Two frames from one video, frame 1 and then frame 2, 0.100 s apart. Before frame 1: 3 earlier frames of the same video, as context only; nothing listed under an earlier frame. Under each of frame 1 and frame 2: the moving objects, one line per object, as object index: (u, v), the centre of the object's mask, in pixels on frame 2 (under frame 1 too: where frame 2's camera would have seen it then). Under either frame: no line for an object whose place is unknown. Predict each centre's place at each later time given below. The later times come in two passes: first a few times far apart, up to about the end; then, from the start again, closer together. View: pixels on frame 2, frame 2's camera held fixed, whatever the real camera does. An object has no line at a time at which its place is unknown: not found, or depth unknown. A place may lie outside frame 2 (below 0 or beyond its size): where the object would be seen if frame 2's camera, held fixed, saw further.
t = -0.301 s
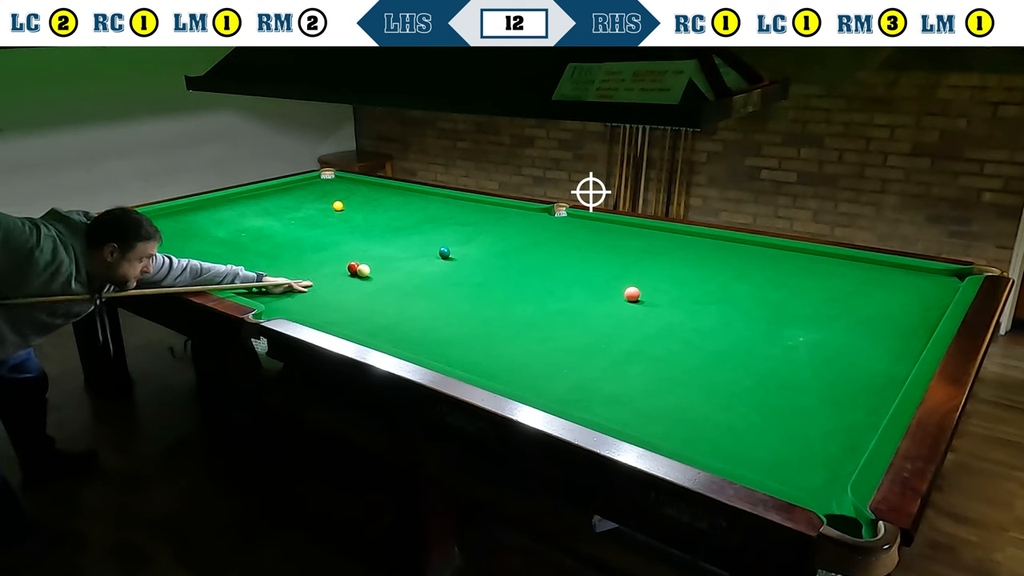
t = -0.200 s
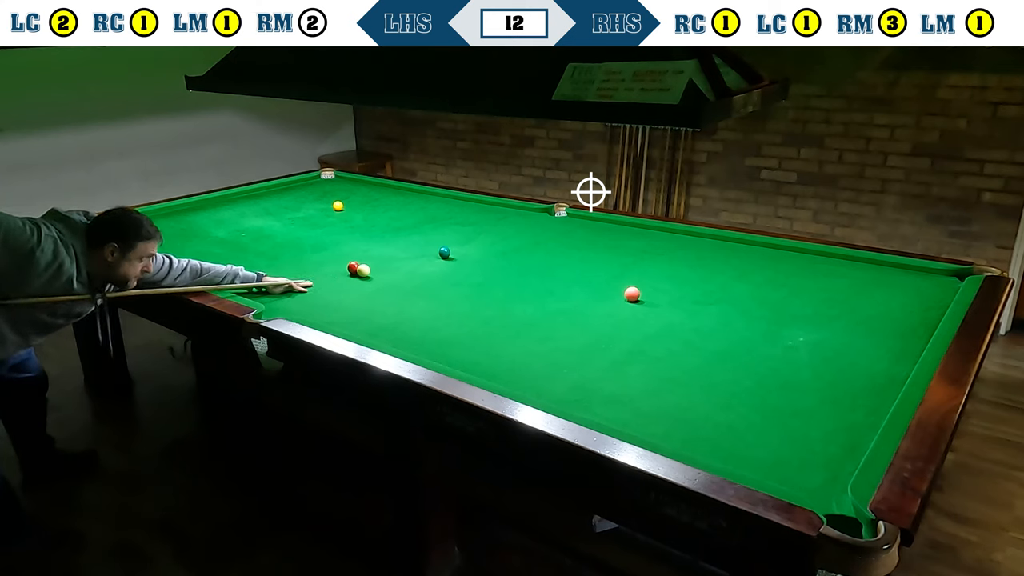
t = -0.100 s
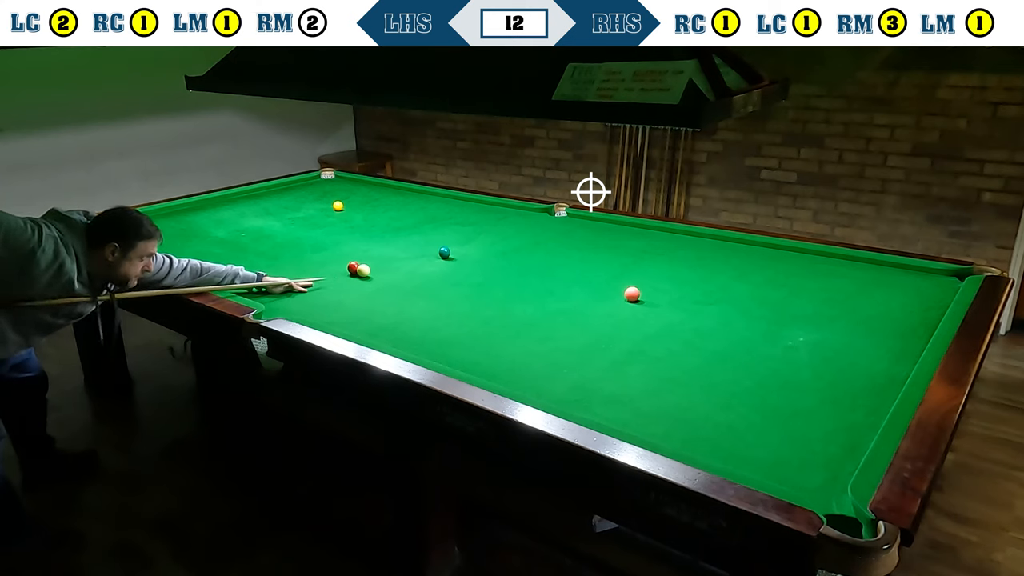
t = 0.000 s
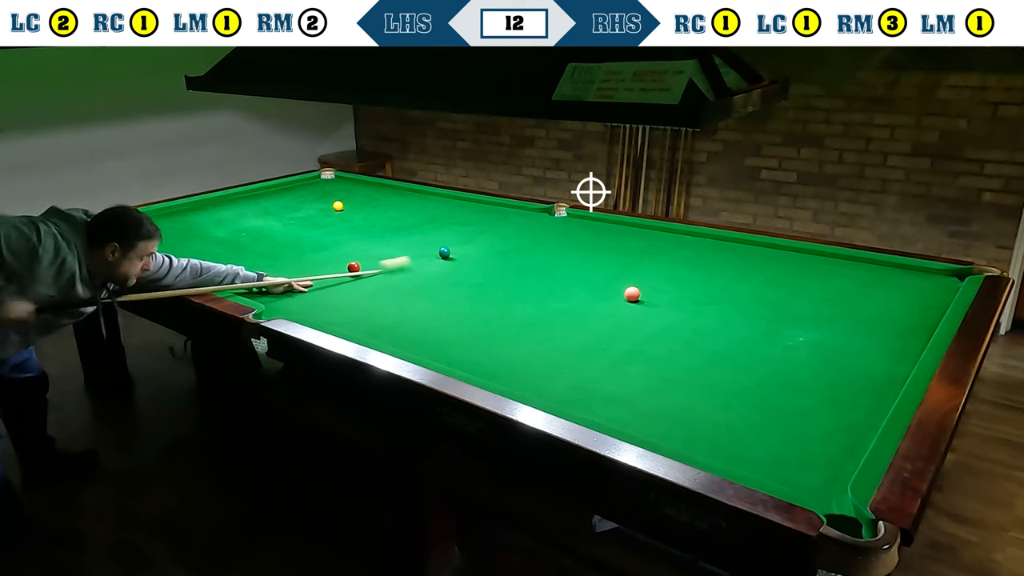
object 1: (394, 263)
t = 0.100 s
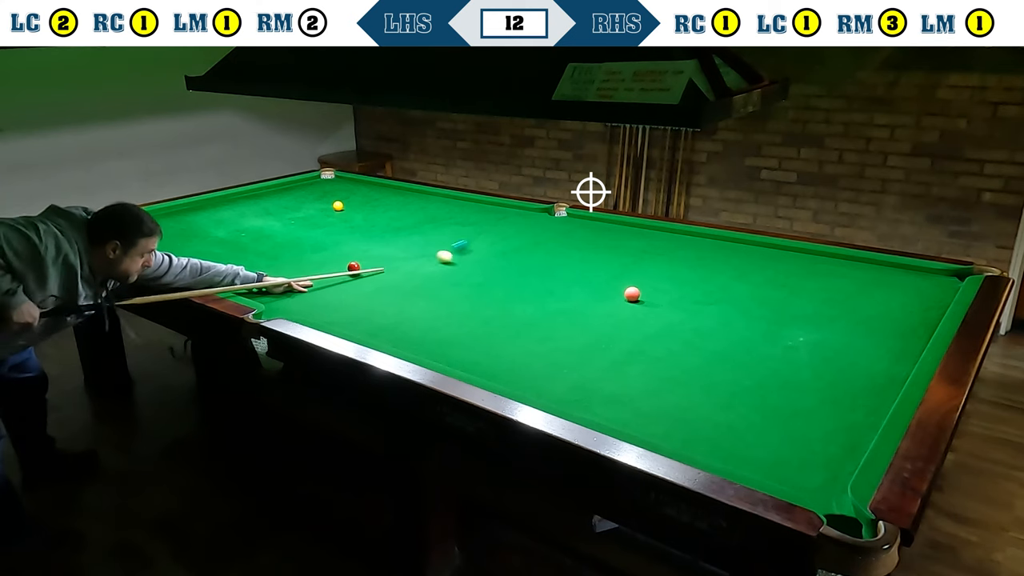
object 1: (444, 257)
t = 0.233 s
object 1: (462, 262)
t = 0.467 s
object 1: (474, 273)
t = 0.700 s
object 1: (484, 286)
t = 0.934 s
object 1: (494, 299)
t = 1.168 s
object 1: (506, 313)
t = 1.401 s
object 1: (518, 328)
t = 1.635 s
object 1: (530, 343)
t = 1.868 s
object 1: (544, 360)
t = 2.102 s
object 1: (557, 378)
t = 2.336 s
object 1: (573, 396)
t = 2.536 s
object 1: (586, 410)
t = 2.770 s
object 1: (608, 415)
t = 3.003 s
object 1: (630, 416)
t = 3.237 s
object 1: (650, 416)
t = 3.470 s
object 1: (667, 415)
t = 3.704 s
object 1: (682, 414)
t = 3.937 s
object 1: (695, 413)
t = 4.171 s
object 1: (704, 413)
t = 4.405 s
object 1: (712, 412)
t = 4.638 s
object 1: (717, 412)
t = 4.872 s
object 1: (720, 412)
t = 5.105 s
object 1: (721, 411)
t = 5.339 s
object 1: (721, 411)
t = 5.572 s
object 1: (721, 411)
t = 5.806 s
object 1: (721, 411)
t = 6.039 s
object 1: (721, 411)
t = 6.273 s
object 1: (721, 411)
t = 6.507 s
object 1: (721, 411)
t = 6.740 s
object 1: (721, 411)
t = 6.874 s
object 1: (727, 409)
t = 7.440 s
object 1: (721, 411)
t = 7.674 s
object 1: (721, 411)
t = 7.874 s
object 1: (721, 411)
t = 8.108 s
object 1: (721, 411)
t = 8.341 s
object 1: (721, 411)
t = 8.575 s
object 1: (721, 411)
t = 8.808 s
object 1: (721, 411)
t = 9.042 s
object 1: (721, 411)
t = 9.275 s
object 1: (721, 411)
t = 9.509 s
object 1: (721, 411)
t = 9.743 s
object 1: (721, 411)
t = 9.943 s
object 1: (721, 411)
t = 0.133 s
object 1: (449, 258)
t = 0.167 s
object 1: (454, 259)
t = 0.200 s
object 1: (458, 261)
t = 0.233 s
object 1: (462, 262)
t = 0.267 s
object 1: (464, 264)
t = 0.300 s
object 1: (467, 265)
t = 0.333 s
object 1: (468, 267)
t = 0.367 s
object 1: (469, 268)
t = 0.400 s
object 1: (471, 270)
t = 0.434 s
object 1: (472, 272)
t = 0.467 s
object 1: (474, 273)
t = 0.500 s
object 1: (475, 275)
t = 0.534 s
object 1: (476, 277)
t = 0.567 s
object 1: (478, 279)
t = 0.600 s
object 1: (479, 281)
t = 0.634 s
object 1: (481, 282)
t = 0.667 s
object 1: (482, 284)
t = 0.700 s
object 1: (484, 286)
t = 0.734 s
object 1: (485, 287)
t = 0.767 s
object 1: (487, 290)
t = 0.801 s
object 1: (488, 292)
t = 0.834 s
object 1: (490, 293)
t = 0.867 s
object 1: (491, 295)
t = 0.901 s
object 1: (493, 297)
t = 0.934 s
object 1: (494, 299)
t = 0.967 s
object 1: (496, 301)
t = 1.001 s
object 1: (498, 303)
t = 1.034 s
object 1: (499, 305)
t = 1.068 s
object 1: (501, 307)
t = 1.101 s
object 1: (502, 309)
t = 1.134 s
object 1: (504, 311)
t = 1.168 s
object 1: (506, 313)
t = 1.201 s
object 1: (507, 315)
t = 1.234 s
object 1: (509, 317)
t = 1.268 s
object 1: (511, 319)
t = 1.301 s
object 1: (512, 321)
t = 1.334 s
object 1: (514, 323)
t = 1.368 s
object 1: (516, 326)
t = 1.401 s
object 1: (518, 328)
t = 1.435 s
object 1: (519, 330)
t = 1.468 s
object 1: (521, 332)
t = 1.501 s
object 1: (523, 334)
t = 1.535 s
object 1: (525, 337)
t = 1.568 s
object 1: (527, 339)
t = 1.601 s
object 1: (528, 341)
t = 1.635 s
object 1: (530, 343)
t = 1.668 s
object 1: (532, 346)
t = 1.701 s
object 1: (534, 348)
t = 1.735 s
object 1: (536, 351)
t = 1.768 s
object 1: (538, 353)
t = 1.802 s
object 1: (540, 355)
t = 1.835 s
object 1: (542, 358)
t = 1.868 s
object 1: (544, 360)
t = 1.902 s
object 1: (546, 362)
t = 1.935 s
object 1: (547, 365)
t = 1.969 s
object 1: (550, 368)
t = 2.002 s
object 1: (551, 370)
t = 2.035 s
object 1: (554, 373)
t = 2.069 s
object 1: (555, 375)
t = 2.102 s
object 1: (557, 378)
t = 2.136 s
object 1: (560, 380)
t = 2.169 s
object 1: (562, 383)
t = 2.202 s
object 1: (564, 386)
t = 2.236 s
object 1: (566, 388)
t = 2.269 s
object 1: (568, 391)
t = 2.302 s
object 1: (570, 393)
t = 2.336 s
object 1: (573, 396)
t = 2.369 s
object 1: (575, 399)
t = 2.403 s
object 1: (577, 402)
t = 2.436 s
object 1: (579, 404)
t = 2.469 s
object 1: (581, 406)
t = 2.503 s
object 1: (584, 408)
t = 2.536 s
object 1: (586, 410)
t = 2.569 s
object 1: (588, 412)
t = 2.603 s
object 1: (592, 412)
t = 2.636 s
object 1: (595, 413)
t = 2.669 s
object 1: (598, 414)
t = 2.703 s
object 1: (602, 414)
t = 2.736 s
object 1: (605, 414)
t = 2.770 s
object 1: (608, 415)
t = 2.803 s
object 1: (612, 415)
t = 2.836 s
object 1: (614, 415)
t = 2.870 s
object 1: (618, 416)
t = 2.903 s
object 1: (621, 416)
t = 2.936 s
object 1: (624, 416)
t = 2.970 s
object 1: (627, 416)
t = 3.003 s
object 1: (630, 416)
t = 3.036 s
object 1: (633, 416)
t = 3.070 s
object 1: (636, 416)
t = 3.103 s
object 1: (639, 416)
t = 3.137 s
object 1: (642, 416)
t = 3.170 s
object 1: (644, 415)
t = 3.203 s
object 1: (647, 416)
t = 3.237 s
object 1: (650, 416)
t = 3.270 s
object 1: (652, 416)
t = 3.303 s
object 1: (655, 415)
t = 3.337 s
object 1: (658, 415)
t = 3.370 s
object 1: (660, 415)
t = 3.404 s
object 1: (662, 415)
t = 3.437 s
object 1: (665, 415)
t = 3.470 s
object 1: (667, 415)
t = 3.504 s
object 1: (669, 415)
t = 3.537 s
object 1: (671, 415)
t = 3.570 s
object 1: (673, 414)
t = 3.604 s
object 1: (676, 414)
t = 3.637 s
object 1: (678, 414)
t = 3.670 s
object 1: (680, 414)
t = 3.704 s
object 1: (682, 414)
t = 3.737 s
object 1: (684, 414)
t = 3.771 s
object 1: (686, 414)
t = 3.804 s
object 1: (688, 414)
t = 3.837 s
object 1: (690, 414)
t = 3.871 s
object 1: (691, 414)
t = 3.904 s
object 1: (693, 413)
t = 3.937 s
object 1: (695, 413)
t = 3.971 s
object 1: (696, 413)
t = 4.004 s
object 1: (697, 413)
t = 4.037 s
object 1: (699, 413)
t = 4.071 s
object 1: (701, 413)
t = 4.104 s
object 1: (702, 413)
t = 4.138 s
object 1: (703, 413)
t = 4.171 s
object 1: (704, 413)
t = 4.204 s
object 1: (706, 413)
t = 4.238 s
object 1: (707, 413)
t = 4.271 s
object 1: (708, 413)
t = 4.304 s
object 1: (709, 413)
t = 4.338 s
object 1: (710, 412)
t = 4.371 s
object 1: (711, 412)
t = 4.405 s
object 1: (712, 412)
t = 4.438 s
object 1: (713, 412)
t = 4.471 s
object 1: (714, 412)
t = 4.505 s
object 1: (715, 412)
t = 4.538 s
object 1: (715, 412)
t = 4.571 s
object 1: (716, 412)
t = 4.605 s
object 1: (717, 412)
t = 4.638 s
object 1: (717, 412)
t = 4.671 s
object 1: (718, 412)
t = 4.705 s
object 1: (718, 412)
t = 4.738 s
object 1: (719, 412)
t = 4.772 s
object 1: (719, 411)
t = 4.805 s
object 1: (719, 412)
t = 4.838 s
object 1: (720, 411)
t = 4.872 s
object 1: (720, 412)
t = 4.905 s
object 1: (720, 411)
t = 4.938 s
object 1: (720, 411)
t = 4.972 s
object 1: (721, 411)
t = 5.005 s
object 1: (721, 411)
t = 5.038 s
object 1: (721, 411)
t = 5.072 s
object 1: (721, 411)
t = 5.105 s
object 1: (721, 411)
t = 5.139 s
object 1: (721, 411)
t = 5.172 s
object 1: (721, 411)
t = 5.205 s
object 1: (721, 411)
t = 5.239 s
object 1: (721, 411)
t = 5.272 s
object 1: (721, 411)
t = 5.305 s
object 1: (721, 411)
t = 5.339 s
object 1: (721, 411)
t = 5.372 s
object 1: (721, 411)
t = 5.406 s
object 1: (721, 411)
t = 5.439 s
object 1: (721, 411)
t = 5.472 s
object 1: (721, 411)
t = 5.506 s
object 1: (721, 411)
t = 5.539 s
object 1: (721, 411)
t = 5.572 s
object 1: (721, 411)
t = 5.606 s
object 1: (721, 411)
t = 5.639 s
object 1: (721, 411)
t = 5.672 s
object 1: (721, 411)
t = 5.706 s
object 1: (721, 411)
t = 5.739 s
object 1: (721, 411)
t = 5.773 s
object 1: (721, 411)
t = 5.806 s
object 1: (721, 411)
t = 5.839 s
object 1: (721, 411)
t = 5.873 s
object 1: (721, 411)
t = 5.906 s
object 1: (721, 411)
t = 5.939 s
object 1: (721, 411)
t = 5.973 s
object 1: (721, 411)
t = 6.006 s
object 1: (721, 411)
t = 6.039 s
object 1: (721, 411)
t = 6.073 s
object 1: (721, 411)
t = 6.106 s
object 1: (721, 411)
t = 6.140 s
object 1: (721, 411)
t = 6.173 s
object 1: (721, 411)
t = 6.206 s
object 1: (721, 411)
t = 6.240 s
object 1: (721, 411)
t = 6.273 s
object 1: (721, 411)
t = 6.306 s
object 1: (721, 411)
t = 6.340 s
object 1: (721, 411)
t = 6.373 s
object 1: (721, 411)
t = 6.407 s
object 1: (721, 411)
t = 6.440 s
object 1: (721, 411)
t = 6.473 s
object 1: (721, 411)
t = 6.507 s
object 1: (721, 411)
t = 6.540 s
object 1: (721, 411)
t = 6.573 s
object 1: (721, 411)
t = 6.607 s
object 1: (721, 411)
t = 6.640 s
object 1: (721, 411)
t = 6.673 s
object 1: (721, 411)
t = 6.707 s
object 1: (721, 411)
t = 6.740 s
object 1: (721, 411)
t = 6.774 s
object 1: (721, 411)
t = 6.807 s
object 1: (721, 411)
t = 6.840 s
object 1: (721, 411)
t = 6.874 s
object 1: (727, 409)
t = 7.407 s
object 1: (718, 408)
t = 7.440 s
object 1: (721, 411)
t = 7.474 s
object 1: (721, 411)
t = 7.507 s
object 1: (721, 411)
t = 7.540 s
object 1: (721, 411)
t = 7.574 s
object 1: (721, 411)
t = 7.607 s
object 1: (721, 411)
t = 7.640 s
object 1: (721, 411)
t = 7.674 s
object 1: (721, 411)
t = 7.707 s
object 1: (721, 411)
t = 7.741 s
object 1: (721, 411)
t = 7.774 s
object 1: (721, 411)
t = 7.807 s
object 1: (721, 411)
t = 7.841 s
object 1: (721, 411)
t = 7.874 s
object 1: (721, 411)
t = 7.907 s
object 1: (721, 411)
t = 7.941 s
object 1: (721, 411)
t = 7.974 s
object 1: (721, 411)
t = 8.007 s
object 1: (721, 411)
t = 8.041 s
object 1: (721, 411)
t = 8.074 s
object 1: (721, 411)
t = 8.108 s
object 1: (721, 411)
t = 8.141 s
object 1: (721, 411)
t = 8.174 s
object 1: (721, 411)
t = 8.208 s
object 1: (721, 411)
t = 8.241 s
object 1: (721, 411)
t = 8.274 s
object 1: (721, 411)
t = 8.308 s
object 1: (721, 411)
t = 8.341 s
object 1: (721, 411)
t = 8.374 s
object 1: (721, 411)
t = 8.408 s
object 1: (721, 411)
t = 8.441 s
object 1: (721, 411)
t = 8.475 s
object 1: (721, 411)
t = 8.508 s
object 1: (721, 411)
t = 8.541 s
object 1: (721, 411)
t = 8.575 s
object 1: (721, 411)
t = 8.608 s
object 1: (721, 411)
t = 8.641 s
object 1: (721, 411)
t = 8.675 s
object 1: (721, 411)
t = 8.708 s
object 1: (721, 411)
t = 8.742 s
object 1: (721, 411)
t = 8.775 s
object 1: (721, 411)
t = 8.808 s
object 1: (721, 411)
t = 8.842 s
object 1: (721, 411)
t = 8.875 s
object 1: (721, 411)
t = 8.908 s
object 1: (721, 411)
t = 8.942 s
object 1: (721, 411)
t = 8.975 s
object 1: (721, 411)
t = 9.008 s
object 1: (721, 411)
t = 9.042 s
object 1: (721, 411)
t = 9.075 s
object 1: (721, 411)
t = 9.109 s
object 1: (721, 411)
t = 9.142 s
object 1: (721, 411)
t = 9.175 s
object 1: (721, 411)
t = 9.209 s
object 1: (721, 411)
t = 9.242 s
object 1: (721, 411)
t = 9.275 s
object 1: (721, 411)
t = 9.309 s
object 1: (721, 411)
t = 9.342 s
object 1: (721, 411)
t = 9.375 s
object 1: (721, 411)
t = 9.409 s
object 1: (721, 411)
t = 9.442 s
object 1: (721, 411)
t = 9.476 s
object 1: (721, 411)
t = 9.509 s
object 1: (721, 411)
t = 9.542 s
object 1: (721, 411)
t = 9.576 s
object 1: (721, 411)
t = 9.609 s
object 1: (721, 411)
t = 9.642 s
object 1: (721, 411)
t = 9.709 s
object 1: (721, 411)
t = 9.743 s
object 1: (721, 411)
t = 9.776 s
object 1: (721, 411)
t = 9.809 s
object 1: (721, 411)
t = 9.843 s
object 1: (721, 411)
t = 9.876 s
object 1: (721, 411)
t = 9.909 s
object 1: (721, 411)
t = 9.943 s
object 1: (721, 411)
